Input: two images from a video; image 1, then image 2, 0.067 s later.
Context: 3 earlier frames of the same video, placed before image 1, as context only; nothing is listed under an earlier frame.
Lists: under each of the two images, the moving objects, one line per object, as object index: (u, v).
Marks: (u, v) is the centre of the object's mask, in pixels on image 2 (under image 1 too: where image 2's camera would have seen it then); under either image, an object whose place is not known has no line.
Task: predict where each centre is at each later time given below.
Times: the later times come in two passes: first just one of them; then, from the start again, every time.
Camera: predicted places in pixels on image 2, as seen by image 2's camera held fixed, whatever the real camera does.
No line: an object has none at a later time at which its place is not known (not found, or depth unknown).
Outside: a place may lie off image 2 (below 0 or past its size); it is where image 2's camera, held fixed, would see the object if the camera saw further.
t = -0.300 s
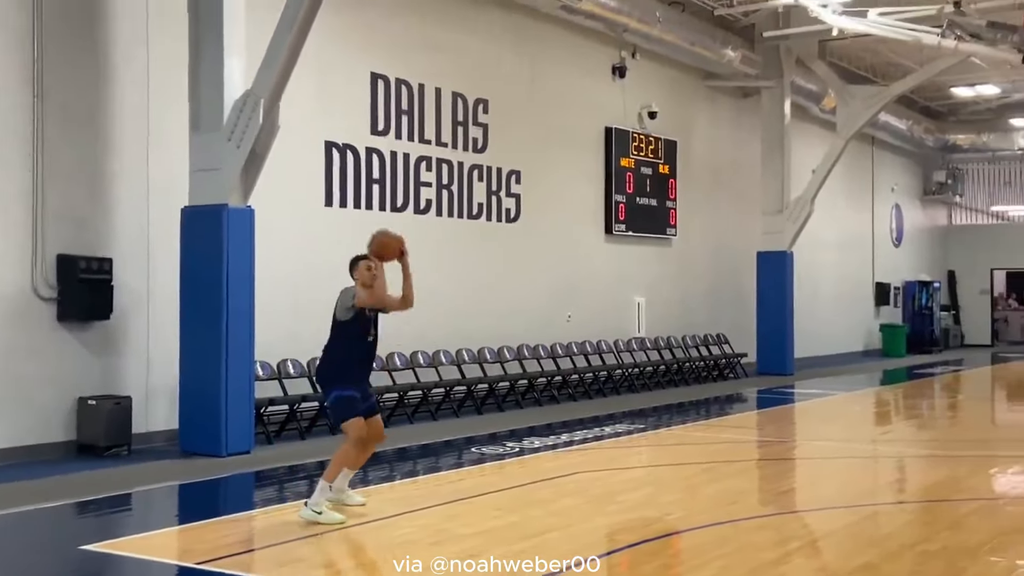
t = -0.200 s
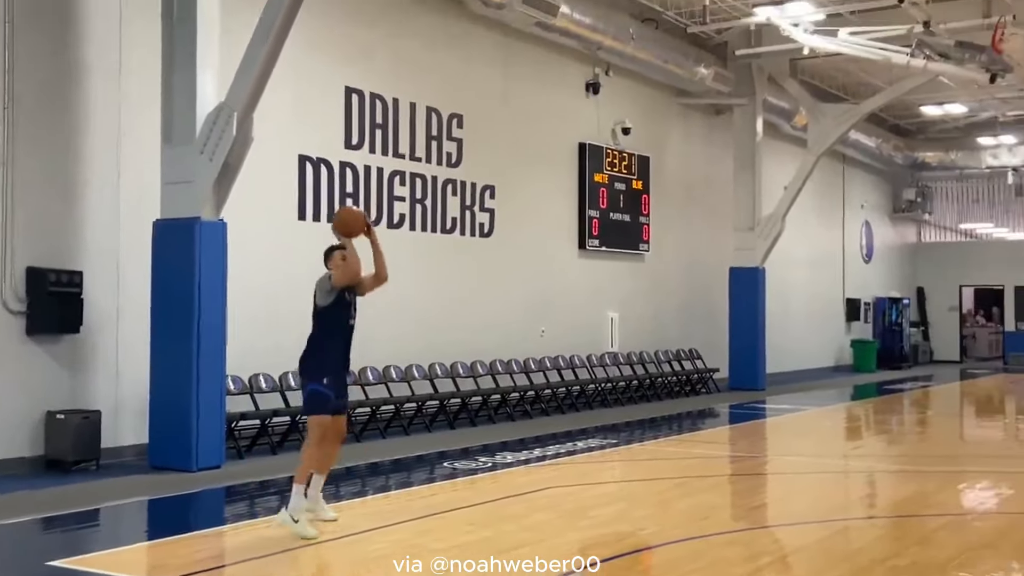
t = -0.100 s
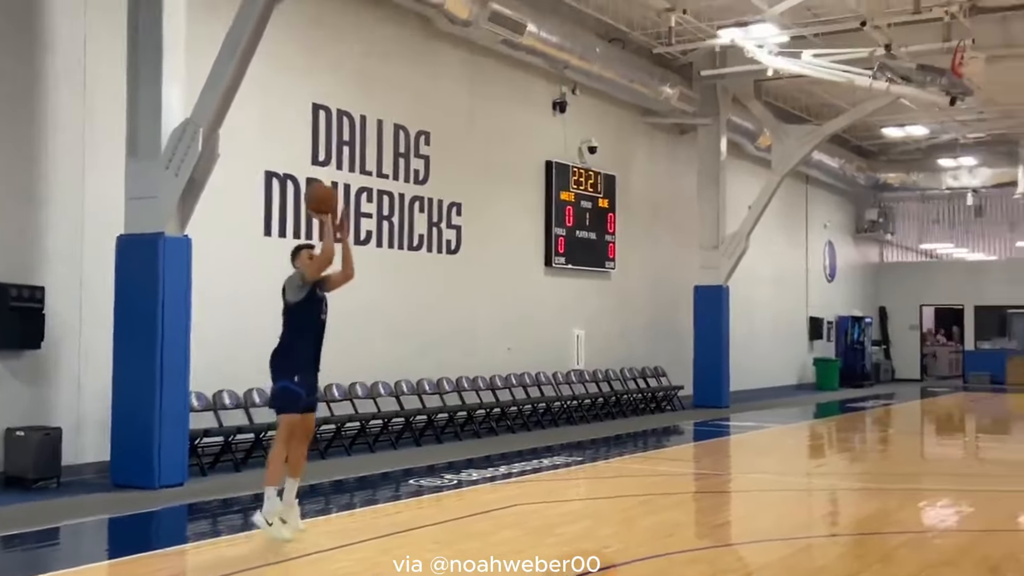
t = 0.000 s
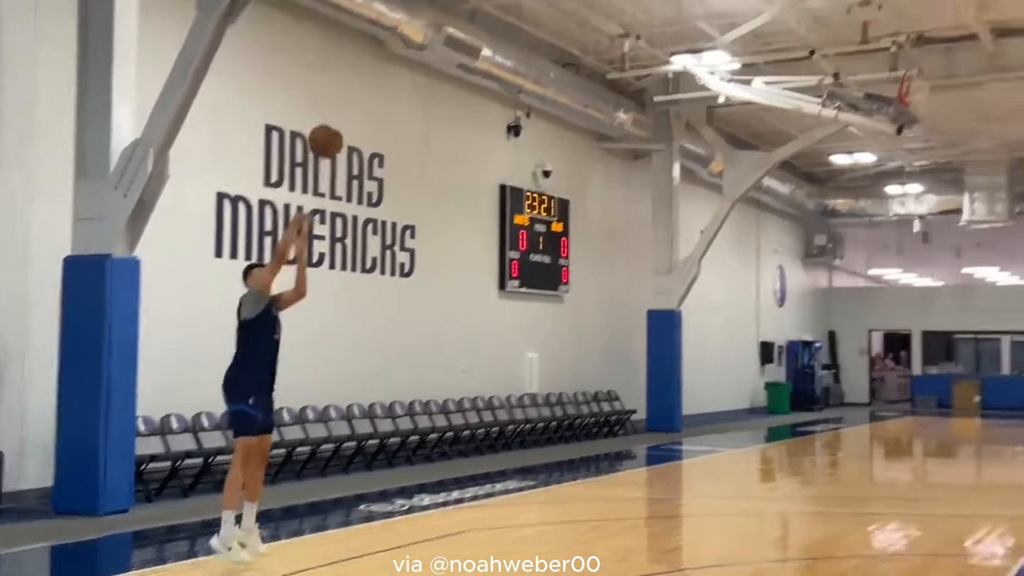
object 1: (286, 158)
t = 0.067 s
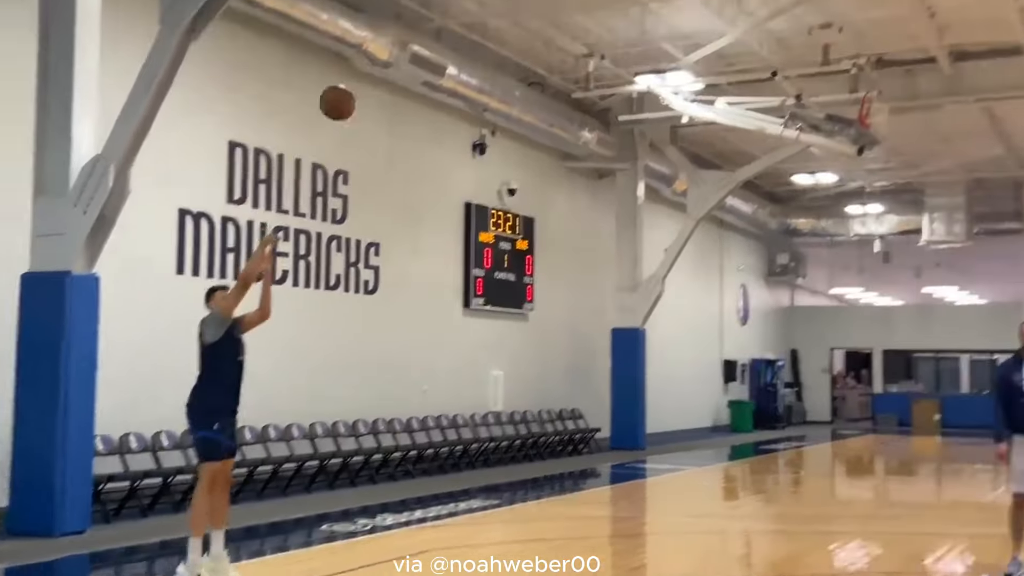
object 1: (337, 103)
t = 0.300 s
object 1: (519, -52)
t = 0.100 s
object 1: (362, 78)
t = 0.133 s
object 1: (386, 52)
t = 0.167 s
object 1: (412, 28)
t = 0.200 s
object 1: (437, 5)
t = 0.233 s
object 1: (464, -16)
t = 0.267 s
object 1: (491, -36)
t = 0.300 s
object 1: (519, -52)
